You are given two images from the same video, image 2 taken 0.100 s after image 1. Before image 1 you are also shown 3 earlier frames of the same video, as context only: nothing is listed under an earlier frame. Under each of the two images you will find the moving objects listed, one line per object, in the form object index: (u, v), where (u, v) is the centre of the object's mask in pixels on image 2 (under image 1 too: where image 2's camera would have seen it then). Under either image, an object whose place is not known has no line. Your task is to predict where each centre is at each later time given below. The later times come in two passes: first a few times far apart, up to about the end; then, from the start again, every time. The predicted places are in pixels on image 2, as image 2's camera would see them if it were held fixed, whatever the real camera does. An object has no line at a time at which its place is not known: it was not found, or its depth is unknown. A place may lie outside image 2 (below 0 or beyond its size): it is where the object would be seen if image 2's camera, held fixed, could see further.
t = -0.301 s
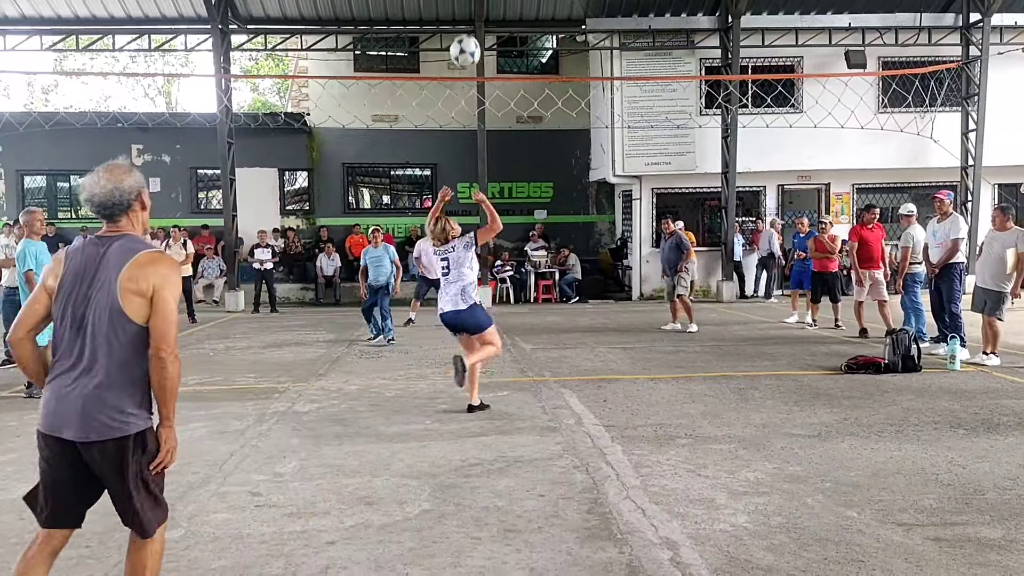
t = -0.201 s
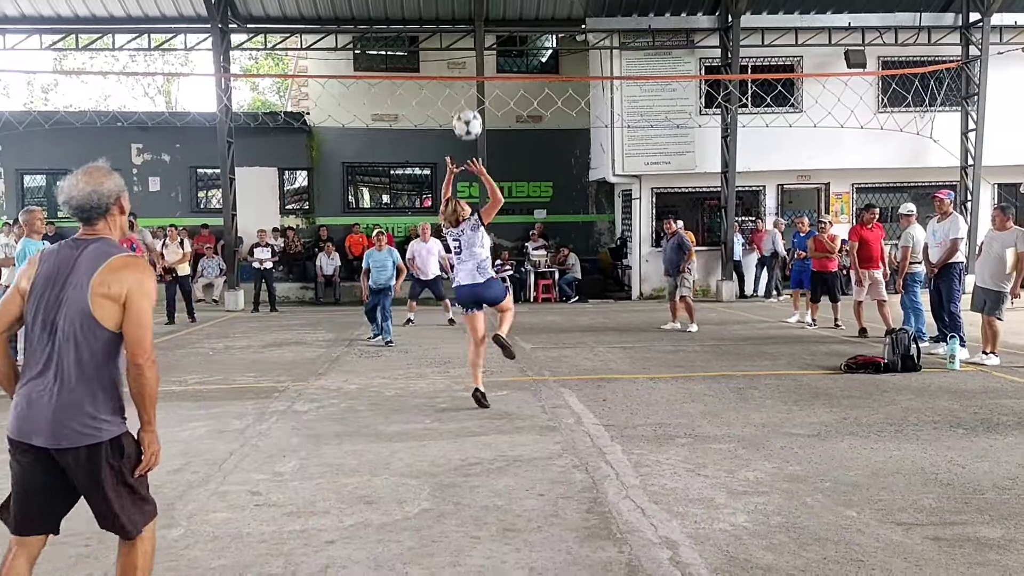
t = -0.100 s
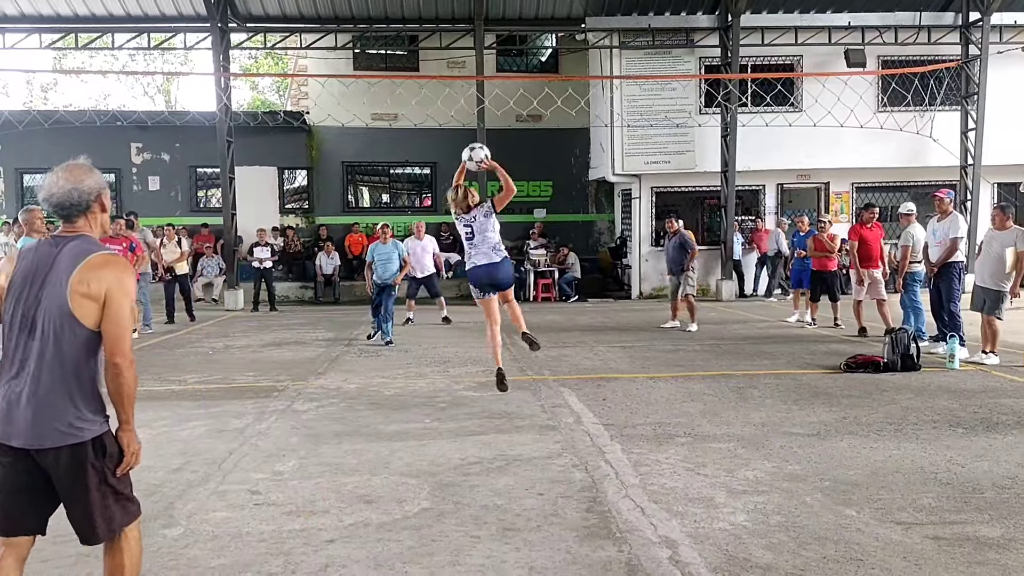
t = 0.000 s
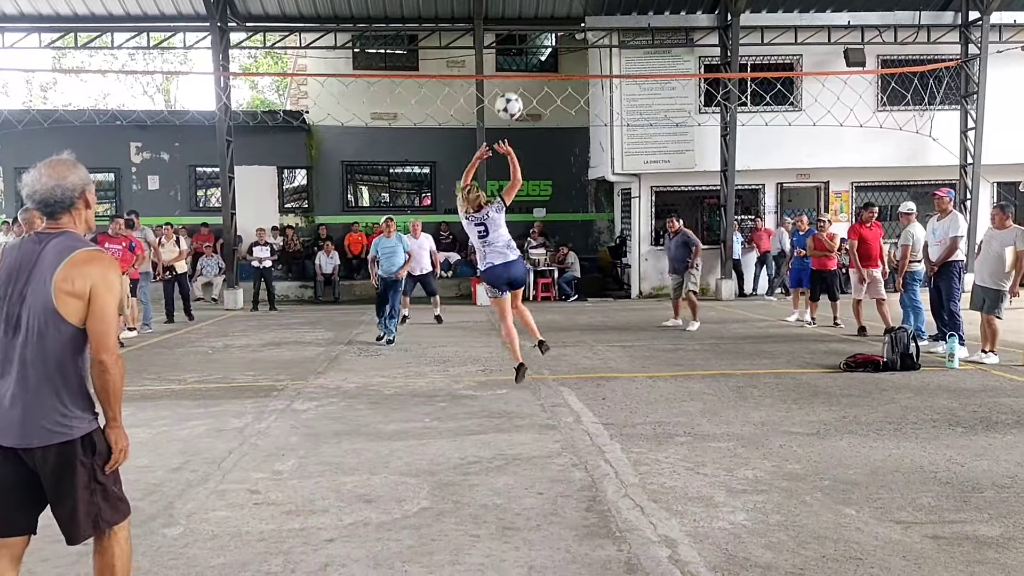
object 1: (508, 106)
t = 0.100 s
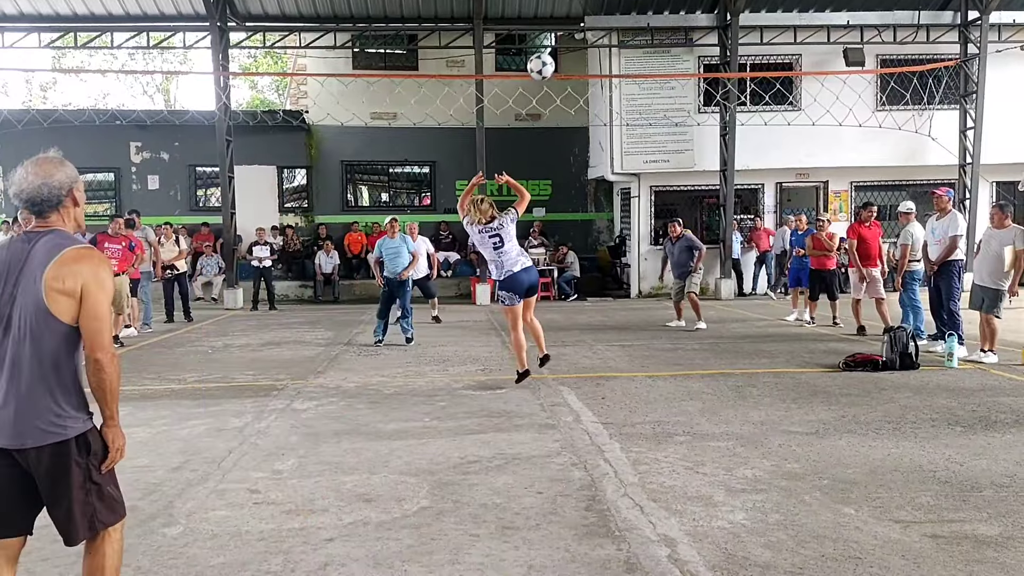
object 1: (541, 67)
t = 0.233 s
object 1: (582, 36)
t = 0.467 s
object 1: (646, 34)
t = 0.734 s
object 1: (709, 100)
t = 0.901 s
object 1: (742, 172)
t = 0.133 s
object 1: (552, 57)
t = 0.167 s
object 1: (562, 47)
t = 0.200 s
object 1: (572, 41)
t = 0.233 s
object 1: (582, 36)
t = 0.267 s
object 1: (592, 31)
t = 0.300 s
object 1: (601, 30)
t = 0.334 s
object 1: (611, 26)
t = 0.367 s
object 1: (620, 27)
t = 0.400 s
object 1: (629, 29)
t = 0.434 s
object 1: (638, 31)
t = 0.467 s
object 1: (646, 34)
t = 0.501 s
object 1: (655, 38)
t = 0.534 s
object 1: (663, 44)
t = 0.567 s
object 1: (671, 51)
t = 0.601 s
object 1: (680, 58)
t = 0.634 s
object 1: (687, 66)
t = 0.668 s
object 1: (696, 78)
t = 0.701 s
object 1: (702, 88)
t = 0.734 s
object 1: (709, 100)
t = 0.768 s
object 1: (716, 113)
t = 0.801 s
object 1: (723, 126)
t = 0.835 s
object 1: (729, 141)
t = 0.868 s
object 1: (735, 156)
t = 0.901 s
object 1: (742, 172)
